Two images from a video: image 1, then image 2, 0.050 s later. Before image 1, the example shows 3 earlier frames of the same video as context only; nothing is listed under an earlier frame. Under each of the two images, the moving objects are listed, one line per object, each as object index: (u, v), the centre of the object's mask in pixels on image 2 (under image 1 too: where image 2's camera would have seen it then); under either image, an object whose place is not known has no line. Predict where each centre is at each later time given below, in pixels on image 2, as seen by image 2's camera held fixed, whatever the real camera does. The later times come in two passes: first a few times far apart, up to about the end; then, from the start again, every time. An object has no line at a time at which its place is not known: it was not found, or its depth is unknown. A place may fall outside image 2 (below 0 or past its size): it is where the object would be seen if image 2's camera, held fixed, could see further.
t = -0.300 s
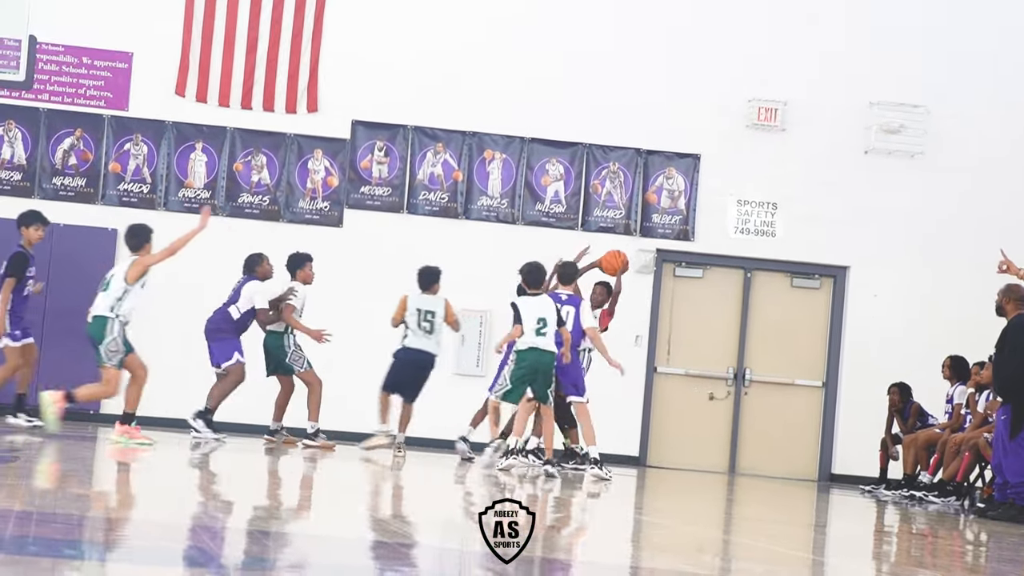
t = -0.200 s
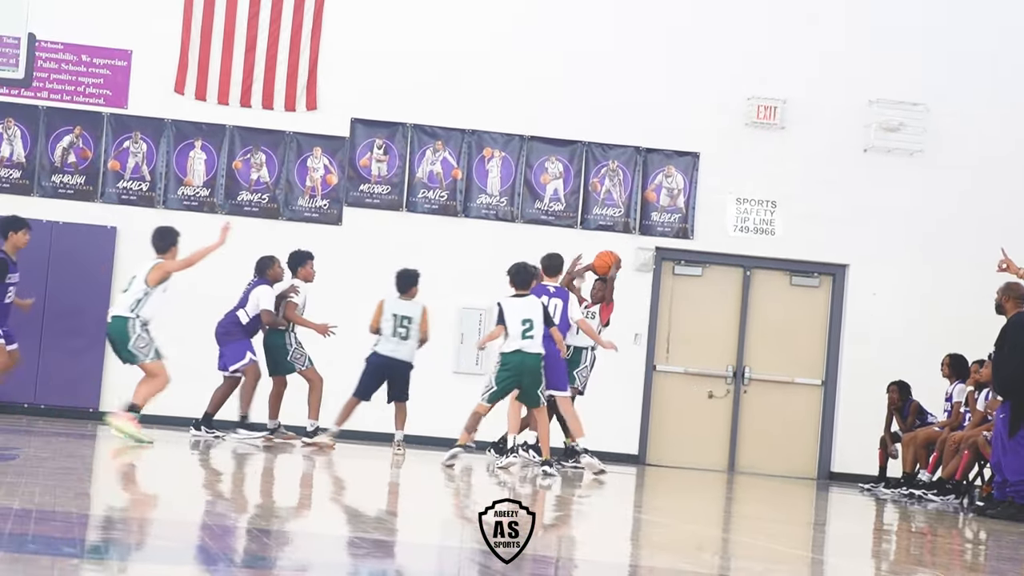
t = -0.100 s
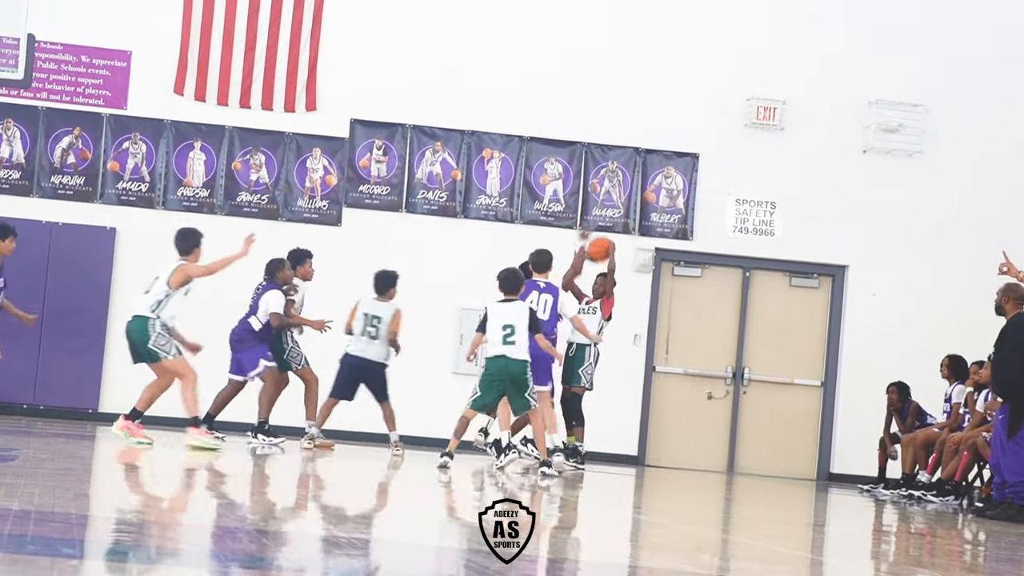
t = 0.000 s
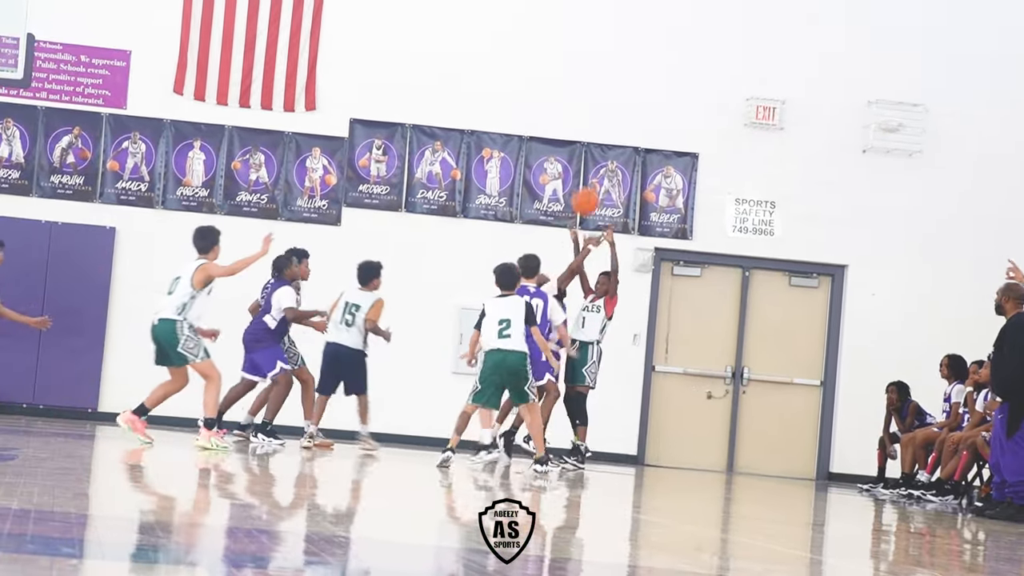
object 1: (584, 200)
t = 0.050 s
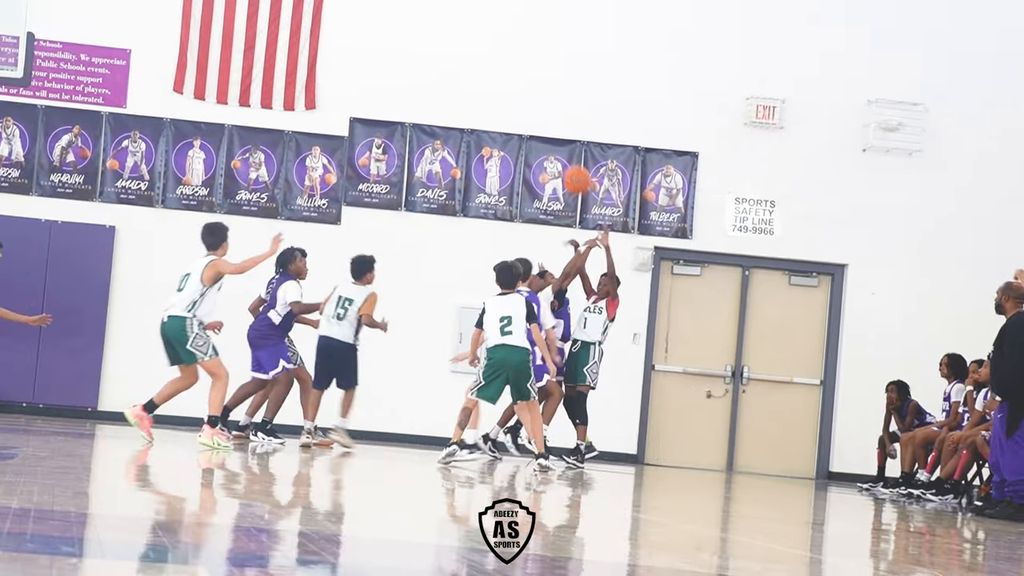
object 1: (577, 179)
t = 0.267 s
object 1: (537, 122)
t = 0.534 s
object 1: (478, 127)
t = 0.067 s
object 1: (575, 173)
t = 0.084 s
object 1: (572, 167)
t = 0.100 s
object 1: (568, 161)
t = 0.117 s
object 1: (566, 156)
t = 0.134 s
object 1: (562, 151)
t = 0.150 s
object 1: (560, 147)
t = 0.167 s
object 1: (557, 143)
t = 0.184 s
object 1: (554, 139)
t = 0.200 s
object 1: (550, 135)
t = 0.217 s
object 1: (547, 131)
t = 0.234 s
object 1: (544, 128)
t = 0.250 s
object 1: (540, 125)
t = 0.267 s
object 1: (537, 122)
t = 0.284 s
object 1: (534, 120)
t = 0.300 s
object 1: (530, 118)
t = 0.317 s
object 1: (527, 116)
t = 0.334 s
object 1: (523, 115)
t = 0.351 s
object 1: (520, 114)
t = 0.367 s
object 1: (516, 113)
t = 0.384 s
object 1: (512, 113)
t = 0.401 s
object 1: (509, 113)
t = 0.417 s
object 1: (505, 114)
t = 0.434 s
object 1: (501, 114)
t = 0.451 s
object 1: (498, 116)
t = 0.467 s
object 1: (494, 117)
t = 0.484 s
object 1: (490, 119)
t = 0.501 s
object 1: (486, 121)
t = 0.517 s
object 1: (482, 124)
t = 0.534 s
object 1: (478, 127)
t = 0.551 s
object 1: (474, 130)
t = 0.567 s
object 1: (470, 135)
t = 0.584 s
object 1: (465, 138)
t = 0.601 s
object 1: (462, 142)
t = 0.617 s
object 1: (457, 147)
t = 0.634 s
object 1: (454, 151)
